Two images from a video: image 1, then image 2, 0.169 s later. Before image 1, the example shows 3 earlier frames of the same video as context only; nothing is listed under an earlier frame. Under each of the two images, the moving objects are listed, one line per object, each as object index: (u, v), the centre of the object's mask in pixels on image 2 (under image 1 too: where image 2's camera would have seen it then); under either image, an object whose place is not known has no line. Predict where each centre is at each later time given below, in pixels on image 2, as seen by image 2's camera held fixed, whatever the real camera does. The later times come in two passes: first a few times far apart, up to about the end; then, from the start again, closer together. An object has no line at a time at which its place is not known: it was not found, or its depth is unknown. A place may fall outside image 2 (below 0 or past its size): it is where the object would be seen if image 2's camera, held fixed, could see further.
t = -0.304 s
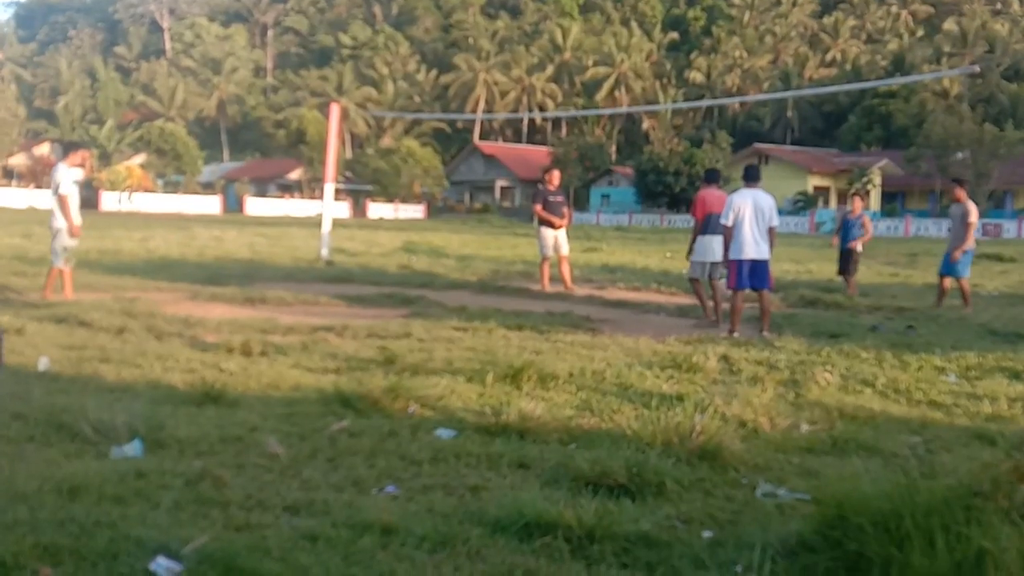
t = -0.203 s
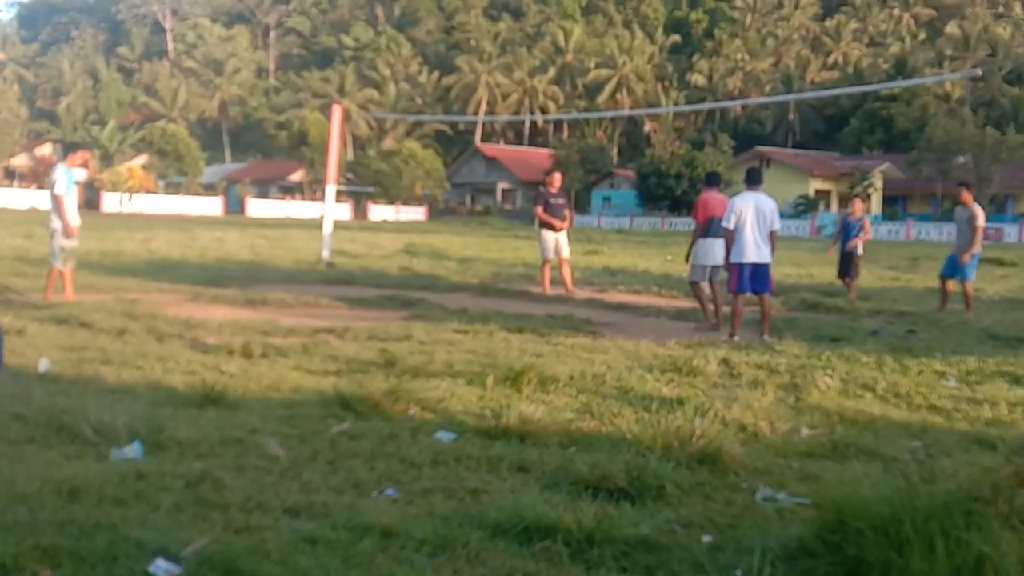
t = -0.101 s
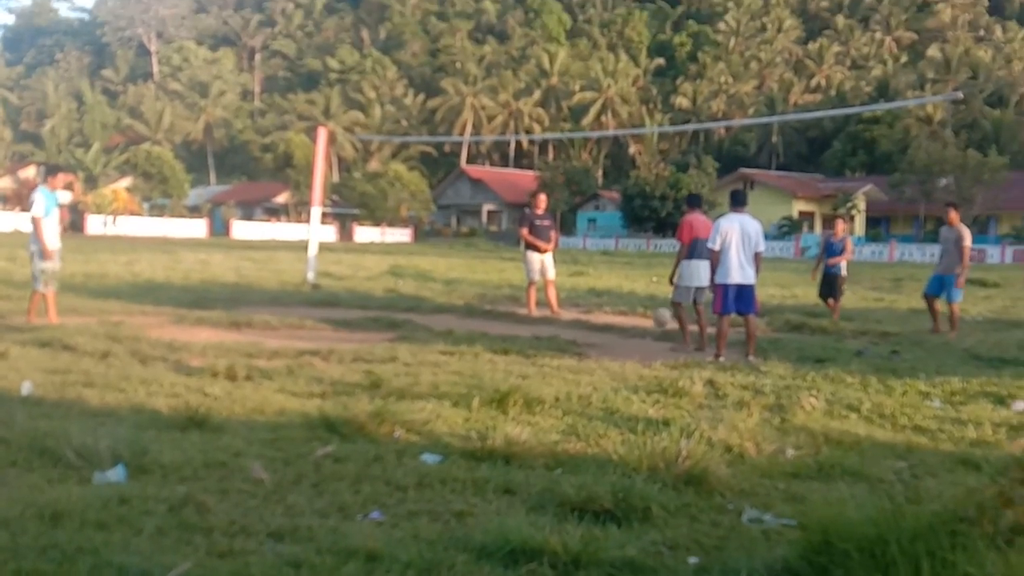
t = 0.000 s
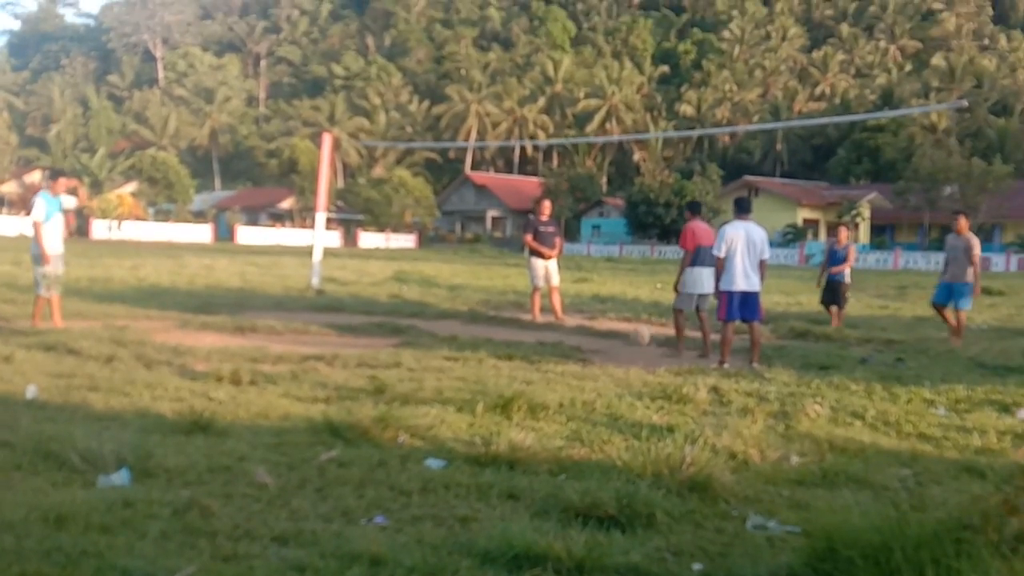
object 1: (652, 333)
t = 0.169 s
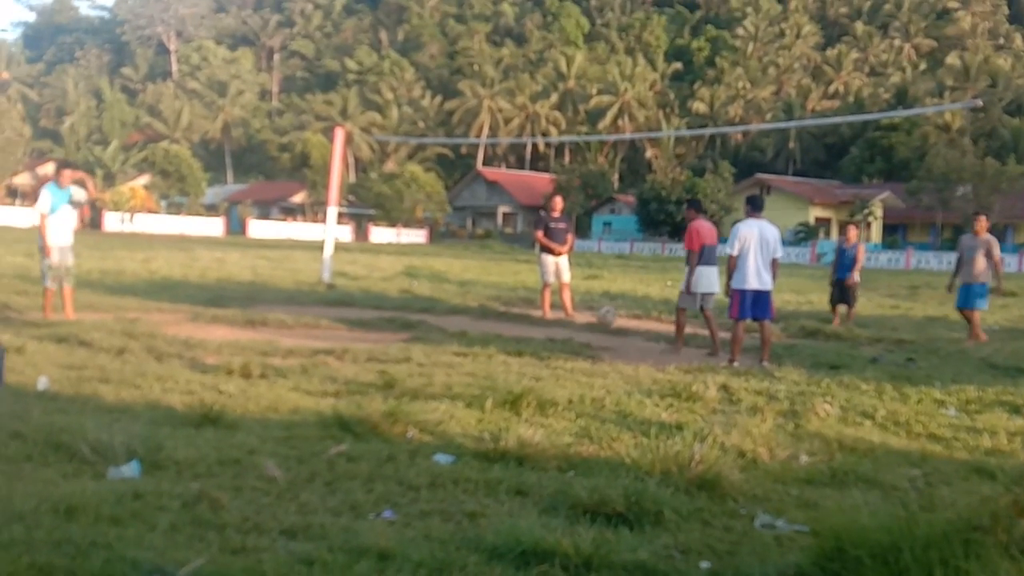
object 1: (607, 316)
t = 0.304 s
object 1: (570, 323)
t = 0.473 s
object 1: (520, 335)
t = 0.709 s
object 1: (449, 329)
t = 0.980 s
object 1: (362, 322)
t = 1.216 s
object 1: (284, 326)
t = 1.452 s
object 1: (200, 320)
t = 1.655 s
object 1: (128, 304)
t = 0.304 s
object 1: (570, 323)
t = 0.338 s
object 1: (559, 327)
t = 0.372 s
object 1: (550, 333)
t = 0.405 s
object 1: (539, 338)
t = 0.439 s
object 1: (530, 340)
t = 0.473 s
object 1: (520, 335)
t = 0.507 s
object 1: (510, 330)
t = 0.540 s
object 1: (501, 327)
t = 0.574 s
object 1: (491, 326)
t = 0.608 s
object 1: (481, 325)
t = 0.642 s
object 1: (470, 324)
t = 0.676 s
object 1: (459, 326)
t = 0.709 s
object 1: (449, 329)
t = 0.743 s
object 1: (437, 333)
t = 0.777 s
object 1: (426, 338)
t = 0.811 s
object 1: (415, 344)
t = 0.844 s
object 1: (404, 347)
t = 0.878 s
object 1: (393, 341)
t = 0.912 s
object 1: (384, 333)
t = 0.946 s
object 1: (374, 327)
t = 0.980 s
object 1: (362, 322)
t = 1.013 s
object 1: (353, 318)
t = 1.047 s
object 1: (343, 316)
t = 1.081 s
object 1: (331, 315)
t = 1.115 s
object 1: (320, 315)
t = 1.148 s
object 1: (308, 317)
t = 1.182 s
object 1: (296, 321)
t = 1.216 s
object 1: (284, 326)
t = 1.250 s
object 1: (272, 333)
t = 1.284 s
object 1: (259, 341)
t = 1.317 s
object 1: (248, 349)
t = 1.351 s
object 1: (235, 347)
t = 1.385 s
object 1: (224, 338)
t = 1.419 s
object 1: (212, 328)
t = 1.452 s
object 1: (200, 320)
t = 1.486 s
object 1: (190, 314)
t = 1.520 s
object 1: (178, 309)
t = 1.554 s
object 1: (165, 306)
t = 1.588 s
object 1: (154, 304)
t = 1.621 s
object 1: (141, 303)
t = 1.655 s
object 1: (128, 304)
